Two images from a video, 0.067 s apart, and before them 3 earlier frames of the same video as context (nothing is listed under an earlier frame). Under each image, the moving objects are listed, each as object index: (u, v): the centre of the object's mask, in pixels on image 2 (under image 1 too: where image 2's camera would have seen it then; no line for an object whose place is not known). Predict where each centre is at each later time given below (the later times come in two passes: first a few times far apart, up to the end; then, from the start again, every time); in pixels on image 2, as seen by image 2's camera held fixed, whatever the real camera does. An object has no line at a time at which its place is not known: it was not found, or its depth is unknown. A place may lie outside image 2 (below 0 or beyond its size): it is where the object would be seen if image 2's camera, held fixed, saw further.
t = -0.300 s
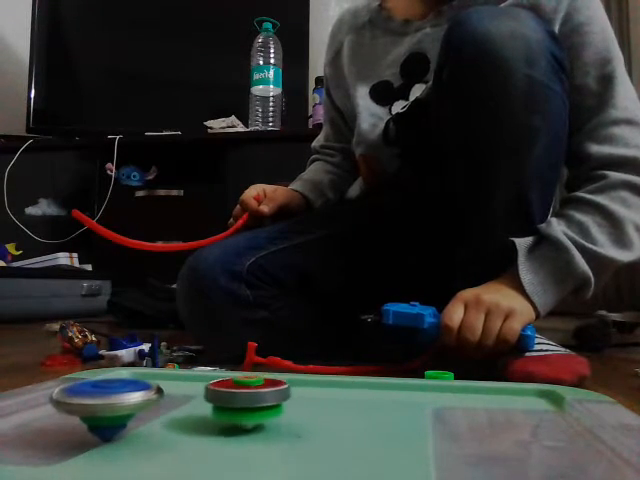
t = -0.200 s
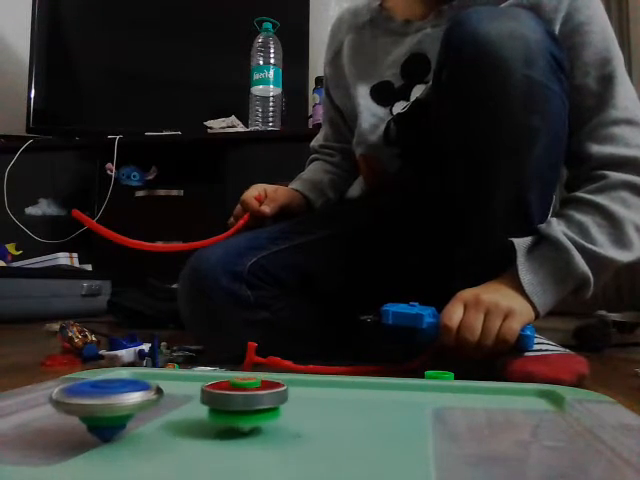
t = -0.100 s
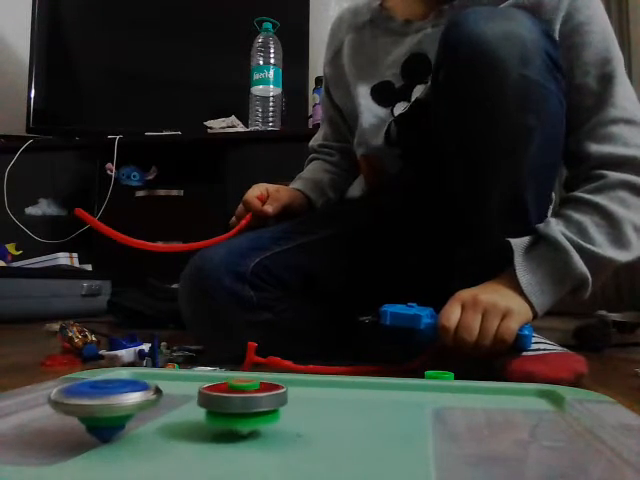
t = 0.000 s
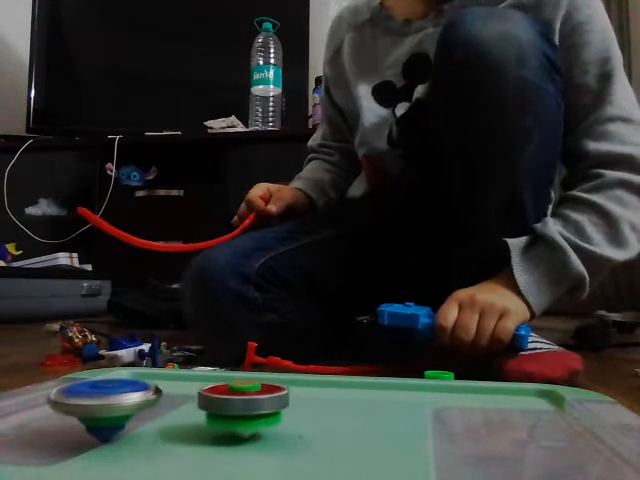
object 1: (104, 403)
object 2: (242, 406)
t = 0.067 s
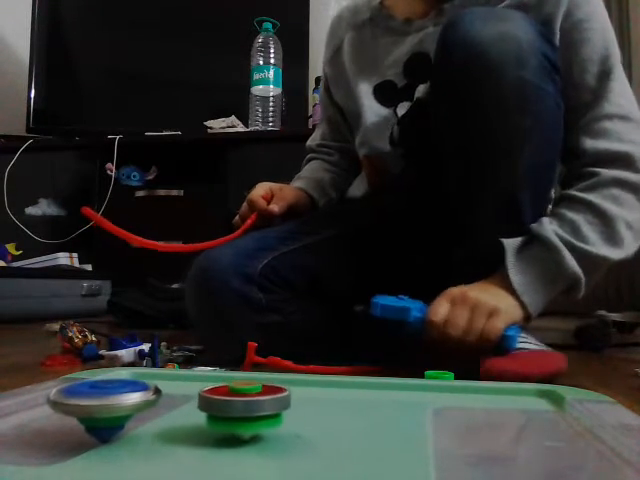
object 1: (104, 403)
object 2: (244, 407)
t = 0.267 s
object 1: (103, 403)
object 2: (255, 410)
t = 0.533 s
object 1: (103, 403)
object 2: (278, 412)
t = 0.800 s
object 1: (103, 404)
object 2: (306, 411)
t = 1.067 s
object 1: (104, 404)
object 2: (319, 407)
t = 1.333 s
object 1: (105, 403)
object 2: (314, 402)
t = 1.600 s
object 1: (107, 402)
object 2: (297, 398)
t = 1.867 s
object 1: (108, 401)
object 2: (271, 397)
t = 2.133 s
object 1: (109, 401)
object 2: (256, 398)
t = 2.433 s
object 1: (112, 400)
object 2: (246, 400)
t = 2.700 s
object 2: (250, 403)
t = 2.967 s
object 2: (269, 407)
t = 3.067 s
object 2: (281, 407)
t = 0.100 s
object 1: (103, 403)
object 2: (245, 408)
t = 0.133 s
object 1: (103, 403)
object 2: (247, 408)
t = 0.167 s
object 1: (103, 403)
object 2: (248, 409)
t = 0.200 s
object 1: (103, 403)
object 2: (250, 409)
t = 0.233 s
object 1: (103, 403)
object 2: (253, 410)
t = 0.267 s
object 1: (103, 403)
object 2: (255, 410)
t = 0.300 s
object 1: (103, 403)
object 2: (257, 411)
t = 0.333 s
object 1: (103, 403)
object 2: (260, 411)
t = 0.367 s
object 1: (103, 403)
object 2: (263, 412)
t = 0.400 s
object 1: (103, 403)
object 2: (266, 412)
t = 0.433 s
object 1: (103, 403)
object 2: (269, 412)
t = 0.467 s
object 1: (103, 403)
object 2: (272, 412)
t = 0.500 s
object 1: (103, 403)
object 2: (275, 413)
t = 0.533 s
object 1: (103, 403)
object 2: (278, 412)
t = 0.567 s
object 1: (103, 403)
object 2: (282, 413)
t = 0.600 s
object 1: (103, 403)
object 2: (284, 413)
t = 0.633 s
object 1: (103, 403)
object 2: (288, 413)
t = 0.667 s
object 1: (103, 403)
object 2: (291, 412)
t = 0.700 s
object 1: (103, 403)
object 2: (294, 412)
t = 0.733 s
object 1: (103, 403)
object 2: (298, 412)
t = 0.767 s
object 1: (103, 404)
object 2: (302, 412)
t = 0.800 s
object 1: (103, 404)
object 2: (306, 411)
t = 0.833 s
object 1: (103, 403)
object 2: (309, 411)
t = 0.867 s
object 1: (103, 404)
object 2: (312, 410)
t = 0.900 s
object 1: (103, 404)
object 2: (313, 410)
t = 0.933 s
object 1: (103, 404)
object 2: (315, 410)
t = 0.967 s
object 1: (103, 403)
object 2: (316, 409)
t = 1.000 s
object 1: (104, 404)
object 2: (317, 409)
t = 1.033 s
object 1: (104, 404)
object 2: (318, 408)
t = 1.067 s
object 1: (104, 404)
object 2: (319, 407)
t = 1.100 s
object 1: (104, 404)
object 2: (320, 407)
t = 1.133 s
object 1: (104, 404)
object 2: (320, 406)
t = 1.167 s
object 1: (104, 403)
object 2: (320, 406)
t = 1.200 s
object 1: (104, 403)
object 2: (320, 405)
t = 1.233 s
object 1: (104, 403)
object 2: (319, 405)
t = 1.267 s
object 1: (104, 403)
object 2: (318, 404)
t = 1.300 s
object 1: (104, 403)
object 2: (316, 403)
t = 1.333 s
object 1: (105, 403)
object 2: (314, 402)
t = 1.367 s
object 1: (106, 403)
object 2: (313, 402)
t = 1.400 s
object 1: (106, 403)
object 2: (311, 401)
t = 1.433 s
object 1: (106, 402)
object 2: (310, 400)
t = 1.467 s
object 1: (106, 402)
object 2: (307, 400)
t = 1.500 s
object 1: (106, 402)
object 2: (305, 399)
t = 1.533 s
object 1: (106, 402)
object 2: (303, 399)
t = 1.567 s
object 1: (107, 402)
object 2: (300, 398)
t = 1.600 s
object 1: (107, 402)
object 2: (297, 398)
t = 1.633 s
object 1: (108, 402)
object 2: (293, 398)
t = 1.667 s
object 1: (108, 402)
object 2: (290, 398)
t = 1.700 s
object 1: (108, 402)
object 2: (287, 397)
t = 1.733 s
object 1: (108, 402)
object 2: (283, 397)
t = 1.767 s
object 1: (108, 402)
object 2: (280, 397)
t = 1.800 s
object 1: (108, 402)
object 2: (277, 397)
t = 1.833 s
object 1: (108, 402)
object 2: (274, 397)
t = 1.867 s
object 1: (108, 401)
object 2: (271, 397)
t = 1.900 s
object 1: (108, 401)
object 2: (269, 397)
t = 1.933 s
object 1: (108, 401)
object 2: (266, 397)
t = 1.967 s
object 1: (109, 401)
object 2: (264, 397)
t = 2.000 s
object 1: (109, 401)
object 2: (263, 397)
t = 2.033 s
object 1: (109, 401)
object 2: (261, 398)
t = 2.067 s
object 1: (109, 401)
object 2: (259, 398)
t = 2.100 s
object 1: (109, 401)
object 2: (257, 398)
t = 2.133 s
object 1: (109, 401)
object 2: (256, 398)
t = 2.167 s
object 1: (110, 401)
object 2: (254, 398)
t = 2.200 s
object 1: (110, 401)
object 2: (253, 398)
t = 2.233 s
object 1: (110, 401)
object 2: (251, 398)
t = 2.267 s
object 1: (110, 401)
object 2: (250, 398)
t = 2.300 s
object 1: (111, 401)
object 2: (248, 399)
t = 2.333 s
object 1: (112, 401)
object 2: (248, 399)
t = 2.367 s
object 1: (112, 401)
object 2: (247, 399)
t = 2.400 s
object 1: (112, 401)
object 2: (247, 400)
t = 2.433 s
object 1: (112, 400)
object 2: (246, 400)
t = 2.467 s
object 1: (113, 400)
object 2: (246, 400)
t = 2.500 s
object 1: (113, 400)
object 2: (246, 401)
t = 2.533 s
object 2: (246, 401)
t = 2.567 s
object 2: (246, 401)
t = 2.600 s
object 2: (246, 402)
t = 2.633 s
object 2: (248, 402)
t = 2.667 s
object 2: (249, 403)
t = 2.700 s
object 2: (250, 403)
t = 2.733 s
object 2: (252, 404)
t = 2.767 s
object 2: (254, 404)
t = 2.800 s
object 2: (255, 405)
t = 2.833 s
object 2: (257, 405)
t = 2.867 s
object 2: (259, 406)
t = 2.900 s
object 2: (263, 406)
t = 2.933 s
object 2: (266, 406)
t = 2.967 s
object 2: (269, 407)
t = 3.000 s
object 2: (273, 407)
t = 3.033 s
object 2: (277, 407)
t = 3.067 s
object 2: (281, 407)
